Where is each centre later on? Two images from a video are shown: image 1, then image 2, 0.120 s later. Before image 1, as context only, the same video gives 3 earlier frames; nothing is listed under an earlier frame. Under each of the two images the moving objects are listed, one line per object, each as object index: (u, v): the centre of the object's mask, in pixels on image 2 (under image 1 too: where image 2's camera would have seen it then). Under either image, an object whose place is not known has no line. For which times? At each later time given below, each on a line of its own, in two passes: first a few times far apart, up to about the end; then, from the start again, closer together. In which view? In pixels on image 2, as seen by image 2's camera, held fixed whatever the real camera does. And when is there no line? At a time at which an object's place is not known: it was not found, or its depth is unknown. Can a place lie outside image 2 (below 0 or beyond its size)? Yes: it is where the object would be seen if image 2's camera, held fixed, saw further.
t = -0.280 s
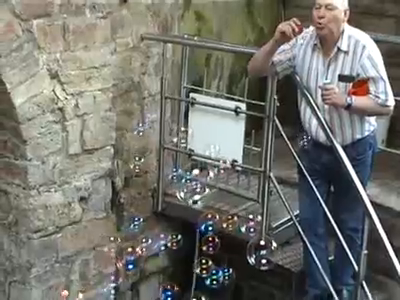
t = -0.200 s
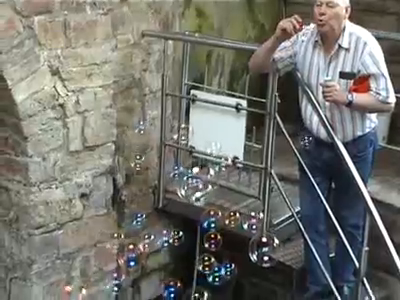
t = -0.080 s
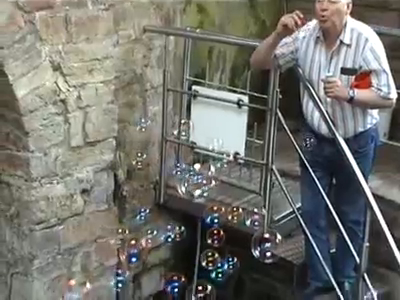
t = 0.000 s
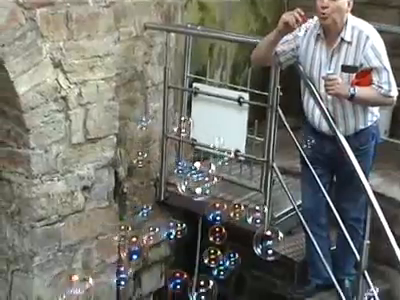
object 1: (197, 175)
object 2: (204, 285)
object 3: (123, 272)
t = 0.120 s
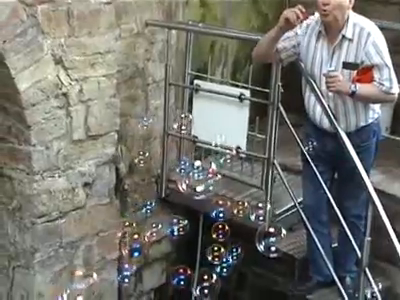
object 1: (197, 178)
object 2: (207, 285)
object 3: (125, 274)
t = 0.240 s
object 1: (196, 179)
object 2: (208, 281)
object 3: (129, 274)
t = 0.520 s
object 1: (195, 184)
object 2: (212, 275)
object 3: (135, 277)
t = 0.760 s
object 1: (196, 188)
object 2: (215, 271)
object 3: (139, 276)
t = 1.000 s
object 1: (197, 192)
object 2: (219, 265)
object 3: (144, 279)
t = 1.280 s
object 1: (199, 198)
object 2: (224, 260)
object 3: (148, 278)
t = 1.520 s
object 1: (200, 202)
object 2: (228, 257)
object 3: (151, 278)
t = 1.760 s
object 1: (202, 204)
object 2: (232, 254)
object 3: (152, 277)
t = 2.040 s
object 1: (204, 208)
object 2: (236, 253)
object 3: (154, 276)
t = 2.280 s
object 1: (206, 209)
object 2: (239, 252)
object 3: (156, 276)
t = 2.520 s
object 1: (207, 209)
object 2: (240, 252)
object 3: (155, 277)
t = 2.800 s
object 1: (209, 209)
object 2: (243, 253)
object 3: (160, 277)
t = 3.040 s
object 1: (210, 209)
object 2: (245, 255)
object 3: (161, 276)
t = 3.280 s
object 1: (211, 208)
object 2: (246, 257)
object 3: (163, 275)
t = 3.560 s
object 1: (213, 203)
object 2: (248, 260)
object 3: (164, 275)
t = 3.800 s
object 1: (212, 202)
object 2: (248, 264)
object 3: (166, 273)
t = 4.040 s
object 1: (212, 200)
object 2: (249, 267)
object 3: (168, 271)
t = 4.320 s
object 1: (211, 198)
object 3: (170, 268)
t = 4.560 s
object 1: (211, 198)
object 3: (171, 267)
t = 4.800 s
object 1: (208, 194)
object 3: (172, 265)
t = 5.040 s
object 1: (207, 194)
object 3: (173, 264)
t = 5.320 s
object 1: (204, 194)
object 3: (174, 263)
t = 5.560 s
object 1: (202, 194)
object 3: (176, 261)
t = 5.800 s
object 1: (201, 195)
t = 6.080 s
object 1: (198, 197)
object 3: (179, 259)
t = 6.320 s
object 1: (197, 198)
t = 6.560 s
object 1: (195, 200)
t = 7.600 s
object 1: (188, 205)
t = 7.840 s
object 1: (186, 206)
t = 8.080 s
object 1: (184, 206)
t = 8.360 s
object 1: (182, 207)
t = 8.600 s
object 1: (180, 209)
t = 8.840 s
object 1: (178, 209)
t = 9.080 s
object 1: (178, 209)
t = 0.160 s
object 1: (197, 179)
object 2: (207, 284)
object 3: (126, 274)
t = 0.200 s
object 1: (197, 179)
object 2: (208, 282)
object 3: (128, 274)
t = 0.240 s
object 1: (196, 179)
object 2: (208, 281)
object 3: (129, 274)
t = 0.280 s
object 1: (196, 180)
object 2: (209, 280)
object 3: (129, 278)
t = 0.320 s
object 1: (196, 180)
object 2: (209, 279)
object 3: (131, 275)
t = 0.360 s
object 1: (196, 181)
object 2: (210, 278)
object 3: (132, 276)
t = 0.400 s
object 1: (196, 182)
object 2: (210, 277)
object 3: (133, 276)
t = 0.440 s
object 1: (196, 183)
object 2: (211, 277)
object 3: (134, 277)
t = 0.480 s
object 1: (196, 183)
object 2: (211, 276)
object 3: (134, 277)
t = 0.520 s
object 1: (195, 184)
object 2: (212, 275)
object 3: (135, 277)
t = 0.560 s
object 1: (195, 185)
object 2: (212, 274)
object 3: (135, 277)
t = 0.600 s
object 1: (195, 185)
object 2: (213, 274)
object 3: (137, 277)
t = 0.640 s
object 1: (195, 186)
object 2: (213, 273)
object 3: (138, 277)
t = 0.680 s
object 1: (195, 187)
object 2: (214, 272)
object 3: (138, 277)
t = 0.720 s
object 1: (196, 187)
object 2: (214, 271)
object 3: (139, 277)
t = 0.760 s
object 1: (196, 188)
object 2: (215, 271)
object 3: (139, 276)
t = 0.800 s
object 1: (196, 188)
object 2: (215, 270)
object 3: (140, 277)
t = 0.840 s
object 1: (197, 189)
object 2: (215, 268)
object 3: (140, 277)
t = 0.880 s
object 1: (196, 190)
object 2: (216, 268)
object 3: (141, 277)
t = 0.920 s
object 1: (196, 190)
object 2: (217, 266)
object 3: (143, 278)
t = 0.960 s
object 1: (197, 192)
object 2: (218, 266)
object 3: (143, 278)
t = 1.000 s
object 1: (197, 192)
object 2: (219, 265)
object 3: (144, 279)
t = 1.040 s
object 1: (197, 193)
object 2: (220, 264)
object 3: (144, 279)
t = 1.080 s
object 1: (197, 194)
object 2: (220, 264)
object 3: (145, 278)
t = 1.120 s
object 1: (198, 197)
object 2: (221, 263)
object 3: (145, 278)
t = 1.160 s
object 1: (198, 197)
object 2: (221, 262)
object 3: (145, 277)
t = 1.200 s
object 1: (198, 197)
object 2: (222, 261)
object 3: (146, 278)
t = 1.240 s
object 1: (199, 198)
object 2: (223, 261)
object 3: (147, 278)
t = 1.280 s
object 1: (199, 198)
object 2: (224, 260)
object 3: (148, 278)
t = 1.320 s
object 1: (199, 199)
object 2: (224, 260)
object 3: (149, 278)
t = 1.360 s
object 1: (199, 200)
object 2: (225, 259)
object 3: (150, 278)
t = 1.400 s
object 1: (199, 200)
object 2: (225, 258)
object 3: (150, 277)
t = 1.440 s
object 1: (200, 201)
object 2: (226, 258)
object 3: (150, 278)
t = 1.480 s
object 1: (200, 201)
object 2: (227, 257)
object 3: (151, 278)
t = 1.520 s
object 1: (200, 202)
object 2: (228, 257)
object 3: (151, 278)
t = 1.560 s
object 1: (200, 203)
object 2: (228, 256)
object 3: (152, 277)
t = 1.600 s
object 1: (201, 203)
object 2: (229, 256)
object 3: (152, 277)
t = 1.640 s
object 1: (201, 203)
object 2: (230, 256)
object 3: (152, 277)
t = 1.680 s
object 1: (201, 204)
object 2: (231, 255)
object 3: (152, 277)
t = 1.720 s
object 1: (202, 203)
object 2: (231, 255)
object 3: (152, 277)
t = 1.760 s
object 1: (202, 204)
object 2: (232, 254)
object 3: (152, 277)
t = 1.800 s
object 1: (202, 206)
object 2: (233, 254)
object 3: (152, 277)
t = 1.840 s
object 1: (203, 206)
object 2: (233, 254)
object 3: (153, 277)
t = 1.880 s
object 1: (203, 206)
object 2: (234, 253)
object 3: (153, 277)
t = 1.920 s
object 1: (203, 206)
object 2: (235, 253)
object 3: (153, 277)
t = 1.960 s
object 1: (204, 207)
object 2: (235, 253)
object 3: (153, 277)
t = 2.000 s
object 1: (204, 207)
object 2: (236, 253)
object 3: (154, 276)
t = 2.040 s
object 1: (204, 208)
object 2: (236, 253)
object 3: (154, 276)
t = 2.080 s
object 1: (204, 208)
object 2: (236, 252)
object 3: (155, 275)
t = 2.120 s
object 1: (205, 208)
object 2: (237, 252)
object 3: (155, 275)
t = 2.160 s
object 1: (205, 208)
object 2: (237, 252)
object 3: (154, 276)
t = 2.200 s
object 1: (205, 208)
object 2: (238, 252)
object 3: (154, 276)
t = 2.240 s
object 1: (206, 208)
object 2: (238, 252)
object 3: (154, 277)
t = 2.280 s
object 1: (206, 209)
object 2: (239, 252)
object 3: (156, 276)
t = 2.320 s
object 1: (206, 209)
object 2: (239, 252)
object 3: (155, 276)
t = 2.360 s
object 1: (206, 208)
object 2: (239, 252)
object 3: (155, 276)
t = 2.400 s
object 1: (206, 209)
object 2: (239, 252)
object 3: (155, 276)
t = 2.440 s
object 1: (207, 209)
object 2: (240, 252)
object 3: (155, 276)
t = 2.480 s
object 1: (207, 209)
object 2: (240, 252)
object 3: (155, 276)
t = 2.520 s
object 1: (207, 209)
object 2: (240, 252)
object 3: (155, 277)
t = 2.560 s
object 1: (207, 209)
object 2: (241, 252)
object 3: (155, 277)
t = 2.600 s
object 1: (208, 209)
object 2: (241, 252)
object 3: (156, 277)
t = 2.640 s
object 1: (208, 209)
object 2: (241, 252)
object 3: (159, 276)
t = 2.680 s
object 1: (208, 209)
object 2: (242, 253)
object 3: (159, 276)
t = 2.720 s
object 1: (209, 209)
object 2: (242, 253)
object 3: (159, 276)
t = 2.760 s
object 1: (209, 209)
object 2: (243, 253)
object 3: (160, 277)
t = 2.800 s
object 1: (209, 209)
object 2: (243, 253)
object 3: (160, 277)
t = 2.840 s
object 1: (209, 209)
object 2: (244, 254)
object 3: (160, 277)
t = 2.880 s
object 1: (210, 210)
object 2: (244, 254)
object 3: (160, 277)
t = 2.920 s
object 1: (210, 210)
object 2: (244, 254)
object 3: (160, 277)
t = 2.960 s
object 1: (210, 210)
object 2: (244, 254)
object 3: (161, 277)
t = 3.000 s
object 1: (210, 209)
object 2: (245, 254)
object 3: (161, 276)
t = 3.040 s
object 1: (210, 209)
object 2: (245, 255)
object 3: (161, 276)
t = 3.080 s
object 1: (211, 209)
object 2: (245, 255)
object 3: (161, 276)
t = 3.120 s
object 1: (211, 209)
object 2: (246, 256)
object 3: (161, 276)
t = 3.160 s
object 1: (211, 209)
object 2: (246, 256)
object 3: (161, 276)
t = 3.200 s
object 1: (211, 209)
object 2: (246, 256)
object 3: (162, 276)
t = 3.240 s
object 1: (211, 208)
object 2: (246, 257)
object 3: (162, 276)
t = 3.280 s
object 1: (211, 208)
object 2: (246, 257)
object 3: (163, 275)
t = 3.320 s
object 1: (211, 207)
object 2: (246, 258)
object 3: (163, 275)
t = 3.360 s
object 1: (211, 208)
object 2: (246, 258)
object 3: (163, 275)
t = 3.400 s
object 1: (212, 207)
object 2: (247, 259)
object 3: (164, 275)
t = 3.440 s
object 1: (213, 204)
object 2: (247, 259)
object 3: (164, 275)
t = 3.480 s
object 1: (213, 203)
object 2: (248, 260)
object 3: (165, 275)
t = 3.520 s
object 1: (213, 203)
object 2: (247, 260)
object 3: (165, 275)
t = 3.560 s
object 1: (213, 203)
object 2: (248, 260)
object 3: (164, 275)
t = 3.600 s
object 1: (213, 203)
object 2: (248, 261)
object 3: (165, 275)
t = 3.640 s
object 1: (212, 203)
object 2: (248, 261)
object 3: (165, 274)
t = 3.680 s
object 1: (212, 203)
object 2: (248, 262)
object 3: (166, 274)
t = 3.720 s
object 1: (212, 203)
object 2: (249, 263)
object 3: (166, 274)
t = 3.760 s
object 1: (212, 202)
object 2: (248, 264)
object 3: (166, 273)
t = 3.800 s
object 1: (212, 202)
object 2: (248, 264)
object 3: (166, 273)
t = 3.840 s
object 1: (213, 202)
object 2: (249, 264)
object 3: (166, 272)
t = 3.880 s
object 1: (212, 202)
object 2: (249, 265)
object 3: (167, 272)
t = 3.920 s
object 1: (212, 201)
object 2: (249, 265)
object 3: (167, 272)
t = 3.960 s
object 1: (212, 201)
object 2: (249, 266)
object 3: (167, 272)
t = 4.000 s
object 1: (212, 200)
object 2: (249, 267)
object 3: (168, 271)
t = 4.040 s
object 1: (212, 200)
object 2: (249, 267)
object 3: (168, 271)
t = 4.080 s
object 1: (212, 200)
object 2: (249, 268)
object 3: (168, 271)
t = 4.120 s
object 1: (212, 200)
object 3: (168, 271)
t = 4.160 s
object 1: (212, 200)
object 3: (168, 271)
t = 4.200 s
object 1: (212, 199)
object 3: (169, 270)
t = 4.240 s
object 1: (212, 199)
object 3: (169, 269)
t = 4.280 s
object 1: (211, 198)
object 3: (169, 269)
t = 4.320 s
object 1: (211, 198)
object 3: (170, 268)
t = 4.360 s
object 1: (212, 199)
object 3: (170, 268)
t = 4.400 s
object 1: (212, 198)
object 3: (170, 268)
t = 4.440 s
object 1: (212, 198)
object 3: (170, 268)
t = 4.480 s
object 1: (211, 198)
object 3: (170, 267)
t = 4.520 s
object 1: (211, 198)
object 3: (170, 267)
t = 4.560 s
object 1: (211, 198)
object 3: (171, 267)
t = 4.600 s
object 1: (211, 197)
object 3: (171, 266)
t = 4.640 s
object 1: (210, 197)
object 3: (171, 266)
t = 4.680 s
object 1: (210, 197)
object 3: (171, 266)
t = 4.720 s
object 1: (210, 196)
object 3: (171, 265)
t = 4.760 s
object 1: (208, 194)
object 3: (172, 266)
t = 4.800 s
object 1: (208, 194)
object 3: (172, 265)
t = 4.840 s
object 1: (208, 194)
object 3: (172, 266)
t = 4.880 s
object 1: (208, 193)
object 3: (172, 265)
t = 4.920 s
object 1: (208, 194)
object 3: (173, 265)
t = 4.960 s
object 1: (208, 195)
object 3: (172, 264)
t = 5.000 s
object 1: (208, 194)
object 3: (173, 264)
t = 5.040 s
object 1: (207, 194)
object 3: (173, 264)
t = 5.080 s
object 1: (207, 196)
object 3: (173, 264)
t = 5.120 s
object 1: (206, 196)
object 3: (173, 264)
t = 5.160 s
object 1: (206, 194)
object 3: (174, 264)
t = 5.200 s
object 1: (205, 194)
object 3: (174, 263)
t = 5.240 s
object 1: (205, 194)
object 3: (174, 263)
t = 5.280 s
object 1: (204, 194)
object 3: (174, 263)
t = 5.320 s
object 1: (204, 194)
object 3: (174, 263)
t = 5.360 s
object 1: (204, 193)
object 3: (174, 262)
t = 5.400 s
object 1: (203, 193)
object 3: (175, 262)
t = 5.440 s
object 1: (203, 193)
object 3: (175, 262)
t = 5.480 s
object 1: (203, 193)
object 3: (175, 262)
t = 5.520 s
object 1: (203, 193)
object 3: (176, 262)
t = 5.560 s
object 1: (202, 194)
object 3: (176, 261)
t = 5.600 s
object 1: (202, 194)
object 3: (176, 261)
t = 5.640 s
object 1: (202, 194)
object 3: (177, 261)
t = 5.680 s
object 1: (202, 194)
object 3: (177, 260)
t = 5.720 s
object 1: (201, 195)
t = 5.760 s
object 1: (201, 195)
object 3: (178, 260)
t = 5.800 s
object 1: (201, 195)
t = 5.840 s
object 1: (200, 195)
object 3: (178, 260)
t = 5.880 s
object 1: (200, 196)
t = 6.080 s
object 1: (198, 197)
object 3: (179, 259)
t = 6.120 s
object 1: (198, 197)
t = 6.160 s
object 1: (198, 197)
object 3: (179, 259)
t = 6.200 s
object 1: (197, 198)
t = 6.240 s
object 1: (197, 198)
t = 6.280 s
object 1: (197, 198)
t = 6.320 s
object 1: (197, 198)
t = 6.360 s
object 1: (196, 199)
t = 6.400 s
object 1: (196, 199)
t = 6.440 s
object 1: (196, 199)
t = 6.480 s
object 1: (195, 199)
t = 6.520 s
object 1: (195, 200)
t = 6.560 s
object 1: (195, 200)
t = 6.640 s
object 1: (195, 200)
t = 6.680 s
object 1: (194, 200)
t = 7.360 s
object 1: (190, 203)
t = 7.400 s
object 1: (190, 204)
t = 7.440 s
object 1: (190, 204)
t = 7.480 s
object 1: (189, 204)
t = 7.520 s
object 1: (189, 204)
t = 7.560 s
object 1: (188, 205)
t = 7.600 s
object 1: (188, 205)
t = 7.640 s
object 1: (187, 205)
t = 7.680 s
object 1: (187, 205)
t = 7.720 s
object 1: (186, 205)
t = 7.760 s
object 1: (186, 205)
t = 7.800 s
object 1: (186, 205)
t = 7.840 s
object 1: (186, 206)
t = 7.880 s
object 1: (186, 206)
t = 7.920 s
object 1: (185, 206)
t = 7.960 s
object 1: (185, 206)
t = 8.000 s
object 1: (184, 206)
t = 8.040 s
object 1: (184, 206)
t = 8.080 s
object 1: (184, 206)
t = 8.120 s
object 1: (184, 206)
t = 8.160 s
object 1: (183, 206)
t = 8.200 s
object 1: (183, 207)
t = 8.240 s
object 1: (183, 207)
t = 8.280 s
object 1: (182, 207)
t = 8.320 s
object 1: (182, 207)
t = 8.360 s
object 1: (182, 207)
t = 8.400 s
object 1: (181, 207)
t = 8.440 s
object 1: (181, 207)
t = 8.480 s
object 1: (181, 208)
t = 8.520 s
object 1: (181, 208)
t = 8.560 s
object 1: (180, 208)
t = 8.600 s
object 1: (180, 209)
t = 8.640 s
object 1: (179, 209)
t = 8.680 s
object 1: (179, 209)
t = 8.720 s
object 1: (178, 209)
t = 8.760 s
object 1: (178, 209)
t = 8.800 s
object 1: (178, 209)
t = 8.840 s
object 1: (178, 209)
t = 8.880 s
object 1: (177, 209)
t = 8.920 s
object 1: (178, 209)
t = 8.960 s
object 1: (178, 209)
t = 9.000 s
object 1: (178, 209)
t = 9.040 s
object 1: (178, 209)
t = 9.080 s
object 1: (178, 209)
